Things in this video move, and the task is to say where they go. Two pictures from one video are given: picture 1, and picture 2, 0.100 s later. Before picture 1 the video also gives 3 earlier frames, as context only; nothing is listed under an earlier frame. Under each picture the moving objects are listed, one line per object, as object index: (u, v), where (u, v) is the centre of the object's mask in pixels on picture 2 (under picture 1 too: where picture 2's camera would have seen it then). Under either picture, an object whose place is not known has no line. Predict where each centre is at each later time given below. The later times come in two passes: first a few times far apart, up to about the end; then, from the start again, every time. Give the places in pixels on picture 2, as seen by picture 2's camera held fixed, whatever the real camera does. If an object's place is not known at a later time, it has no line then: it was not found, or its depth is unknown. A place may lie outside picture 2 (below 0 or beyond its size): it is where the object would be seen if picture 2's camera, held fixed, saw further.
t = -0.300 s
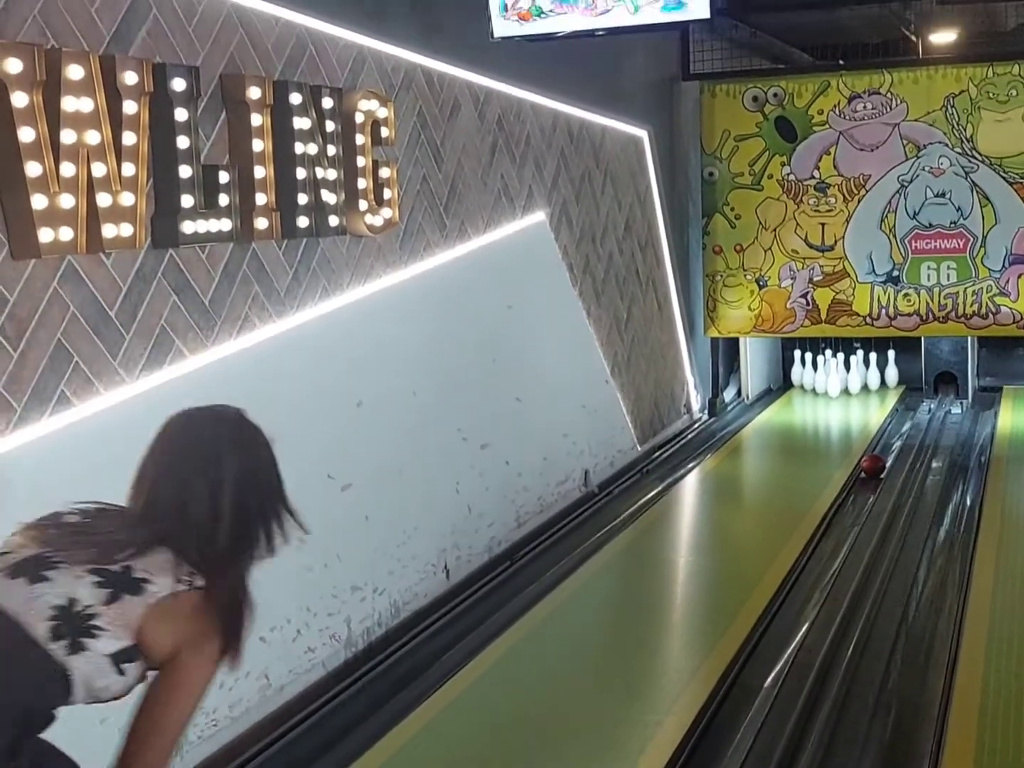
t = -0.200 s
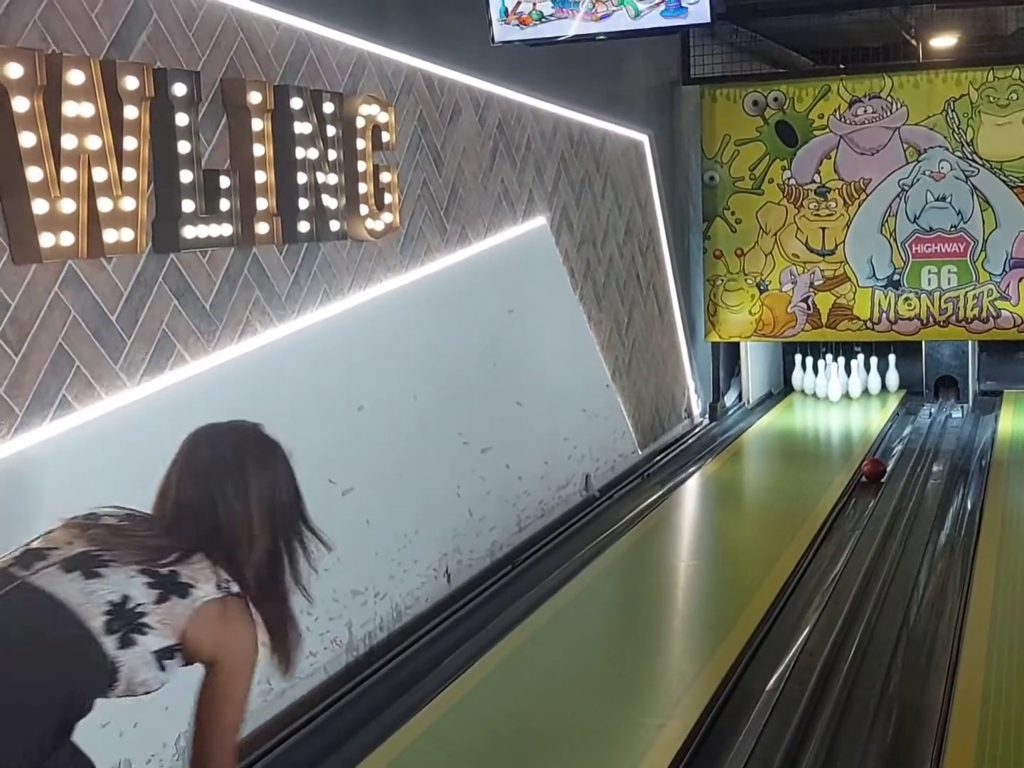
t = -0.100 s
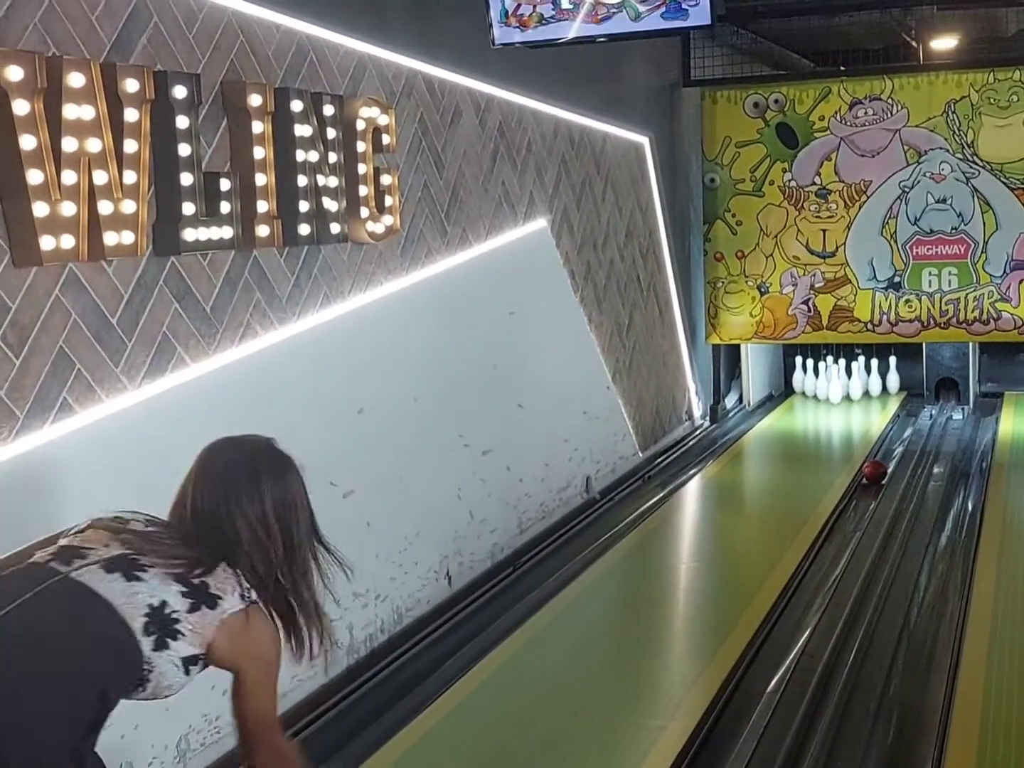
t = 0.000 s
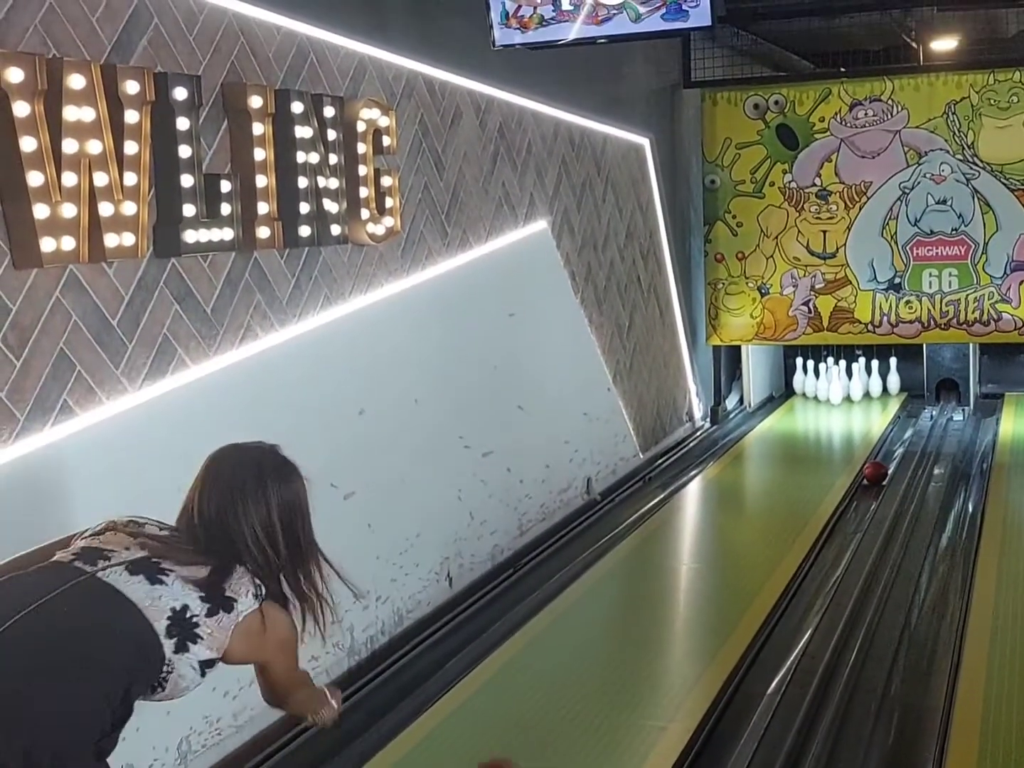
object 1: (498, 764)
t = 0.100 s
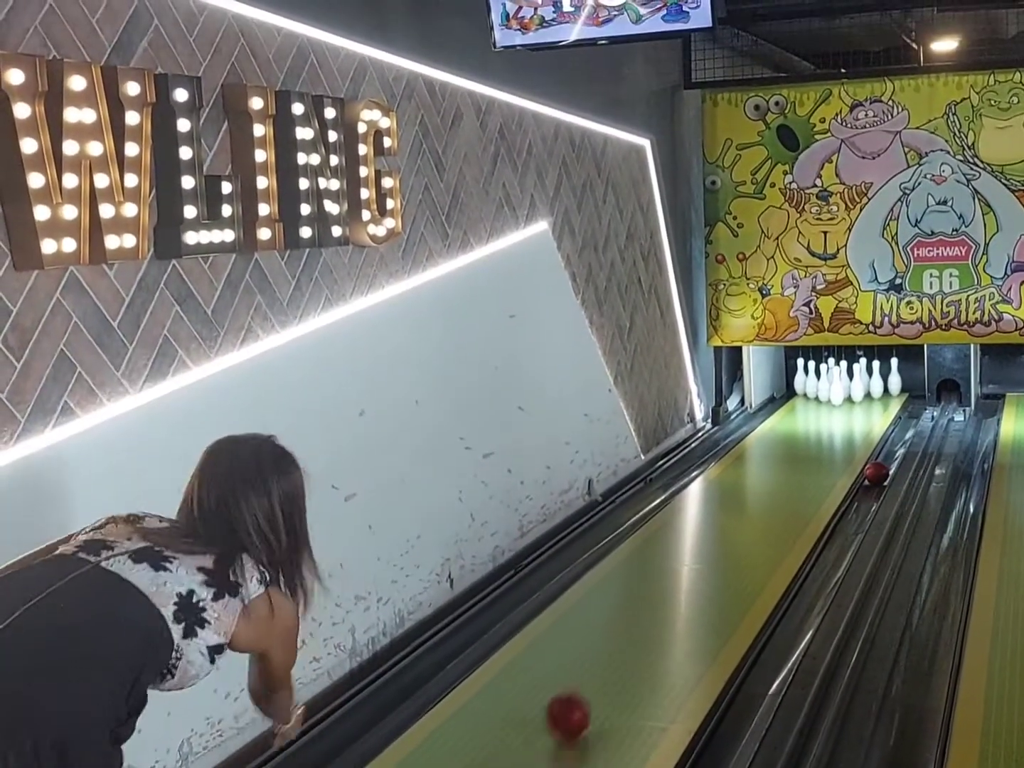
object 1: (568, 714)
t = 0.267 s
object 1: (654, 628)
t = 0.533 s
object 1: (745, 546)
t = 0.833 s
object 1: (811, 488)
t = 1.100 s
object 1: (852, 450)
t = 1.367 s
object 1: (885, 421)
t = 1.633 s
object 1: (916, 406)
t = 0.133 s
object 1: (588, 694)
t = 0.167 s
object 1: (606, 676)
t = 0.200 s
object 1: (623, 659)
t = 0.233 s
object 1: (639, 643)
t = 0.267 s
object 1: (654, 628)
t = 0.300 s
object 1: (668, 605)
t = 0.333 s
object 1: (680, 600)
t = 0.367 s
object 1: (692, 591)
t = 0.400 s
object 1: (704, 581)
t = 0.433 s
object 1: (715, 571)
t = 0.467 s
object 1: (725, 562)
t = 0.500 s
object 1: (735, 554)
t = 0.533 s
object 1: (745, 546)
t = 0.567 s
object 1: (753, 538)
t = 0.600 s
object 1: (761, 530)
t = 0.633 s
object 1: (770, 523)
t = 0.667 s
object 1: (777, 517)
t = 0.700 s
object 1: (784, 511)
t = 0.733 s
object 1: (791, 504)
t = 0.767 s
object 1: (798, 499)
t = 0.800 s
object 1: (804, 493)
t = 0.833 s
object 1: (811, 488)
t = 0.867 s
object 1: (816, 483)
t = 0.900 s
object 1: (822, 478)
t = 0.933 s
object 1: (828, 473)
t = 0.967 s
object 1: (833, 468)
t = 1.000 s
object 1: (838, 463)
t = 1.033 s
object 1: (843, 459)
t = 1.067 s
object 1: (848, 454)
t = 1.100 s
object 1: (852, 450)
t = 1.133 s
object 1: (857, 446)
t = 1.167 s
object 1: (861, 442)
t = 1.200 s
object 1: (866, 438)
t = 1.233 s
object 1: (870, 435)
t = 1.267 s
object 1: (874, 431)
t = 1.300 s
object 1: (878, 428)
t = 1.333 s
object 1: (881, 424)
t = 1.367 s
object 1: (885, 421)
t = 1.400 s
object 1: (889, 418)
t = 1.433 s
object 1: (893, 416)
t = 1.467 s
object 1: (897, 415)
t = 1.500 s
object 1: (901, 415)
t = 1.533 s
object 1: (906, 414)
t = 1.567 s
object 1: (911, 411)
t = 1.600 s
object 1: (915, 408)
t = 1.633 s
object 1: (916, 406)
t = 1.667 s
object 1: (917, 403)
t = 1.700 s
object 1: (917, 401)
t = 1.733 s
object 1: (918, 399)
